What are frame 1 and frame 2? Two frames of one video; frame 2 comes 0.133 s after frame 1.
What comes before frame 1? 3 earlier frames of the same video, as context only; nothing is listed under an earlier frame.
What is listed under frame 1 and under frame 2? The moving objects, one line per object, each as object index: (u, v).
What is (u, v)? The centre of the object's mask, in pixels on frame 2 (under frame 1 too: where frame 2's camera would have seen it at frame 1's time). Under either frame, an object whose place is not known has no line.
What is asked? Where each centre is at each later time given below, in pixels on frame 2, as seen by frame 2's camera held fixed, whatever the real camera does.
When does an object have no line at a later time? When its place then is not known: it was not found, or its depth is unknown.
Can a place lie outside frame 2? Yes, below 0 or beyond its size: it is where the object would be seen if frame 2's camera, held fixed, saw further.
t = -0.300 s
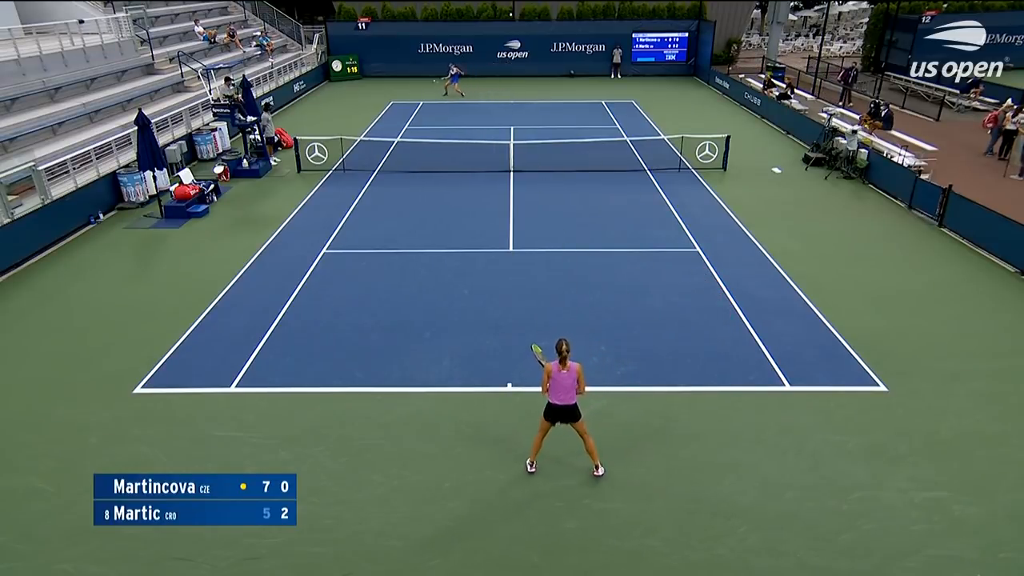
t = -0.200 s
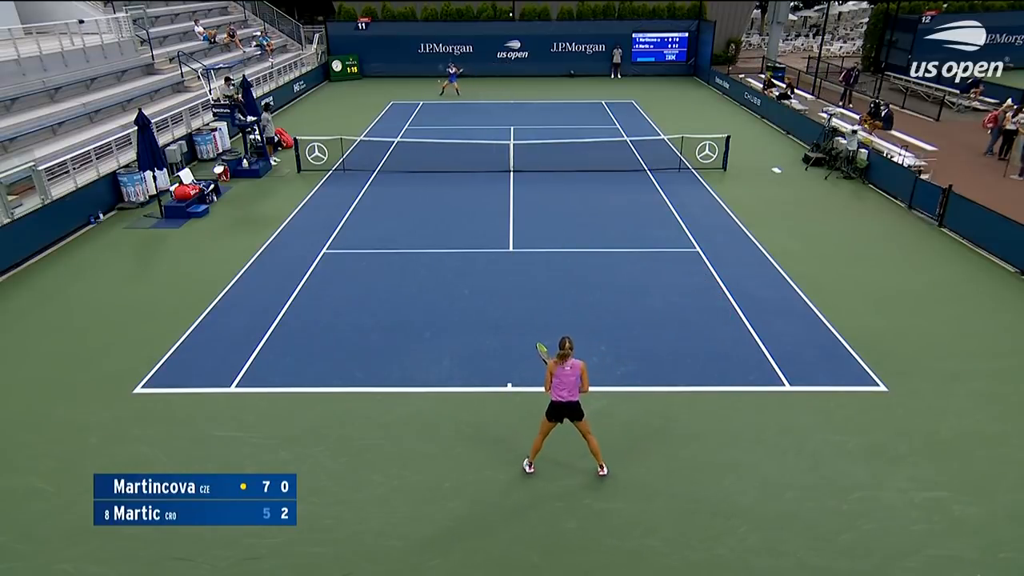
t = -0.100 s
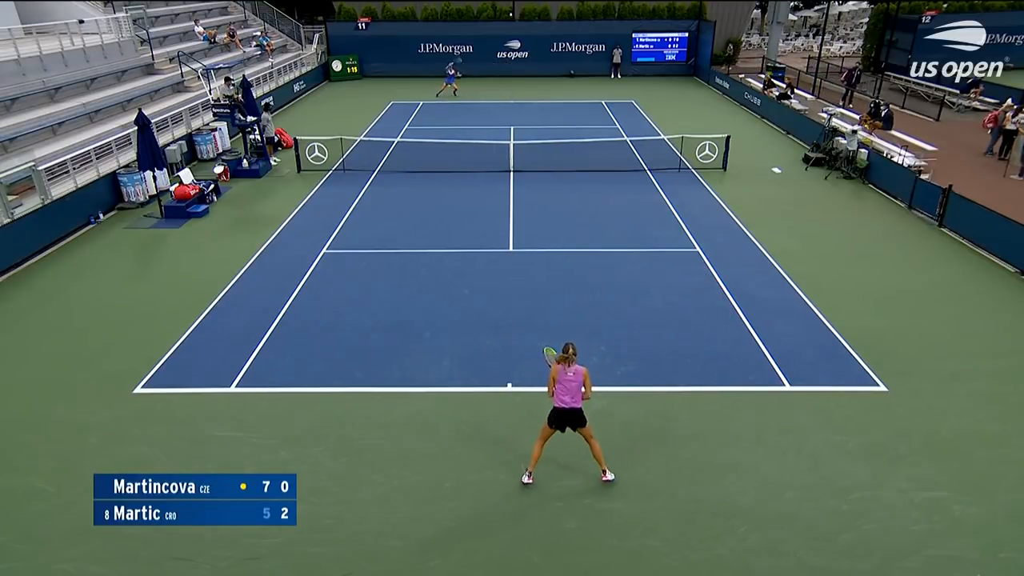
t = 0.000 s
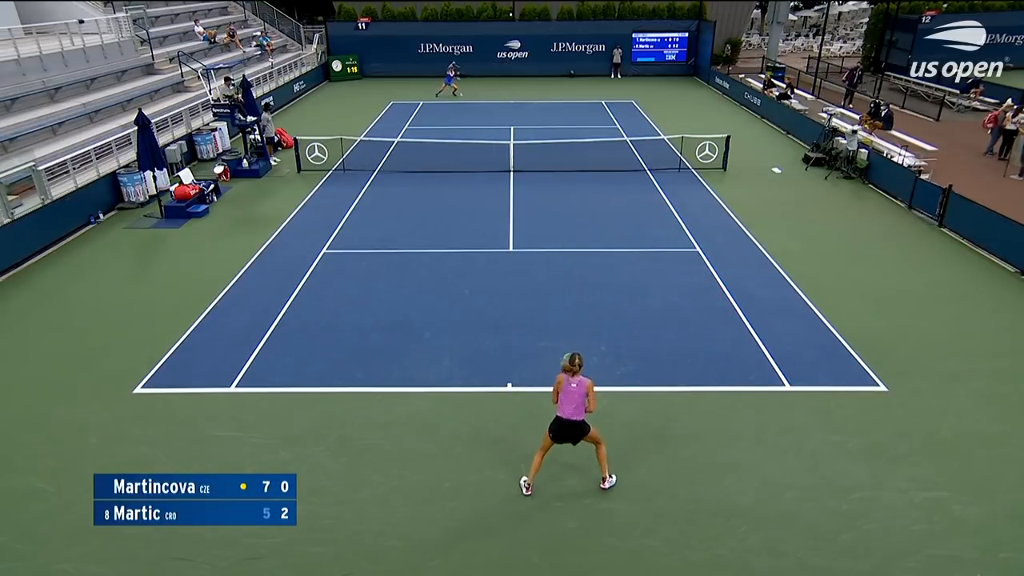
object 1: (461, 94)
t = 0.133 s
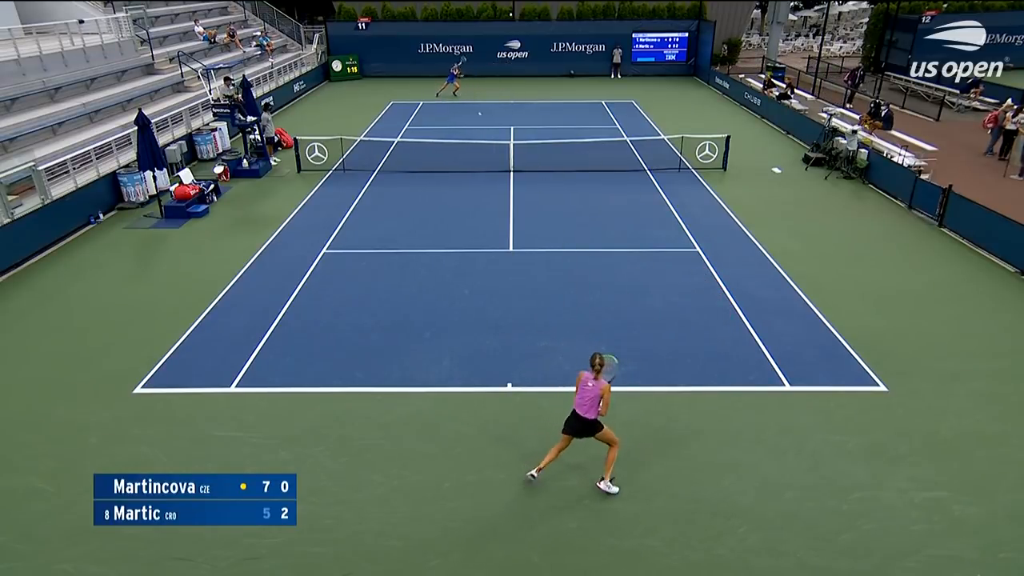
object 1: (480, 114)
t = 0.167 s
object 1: (484, 120)
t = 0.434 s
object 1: (534, 200)
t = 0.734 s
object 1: (605, 261)
